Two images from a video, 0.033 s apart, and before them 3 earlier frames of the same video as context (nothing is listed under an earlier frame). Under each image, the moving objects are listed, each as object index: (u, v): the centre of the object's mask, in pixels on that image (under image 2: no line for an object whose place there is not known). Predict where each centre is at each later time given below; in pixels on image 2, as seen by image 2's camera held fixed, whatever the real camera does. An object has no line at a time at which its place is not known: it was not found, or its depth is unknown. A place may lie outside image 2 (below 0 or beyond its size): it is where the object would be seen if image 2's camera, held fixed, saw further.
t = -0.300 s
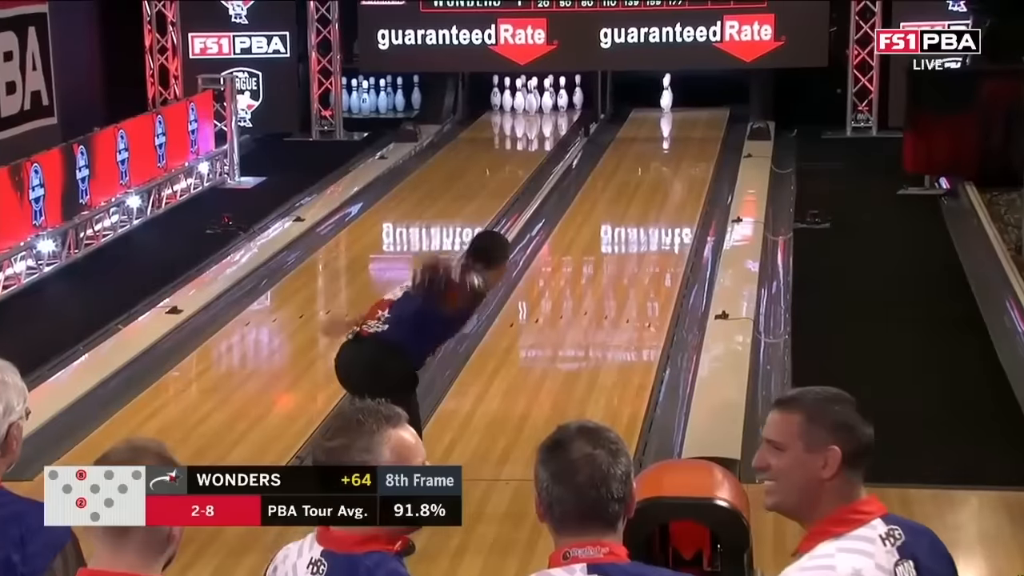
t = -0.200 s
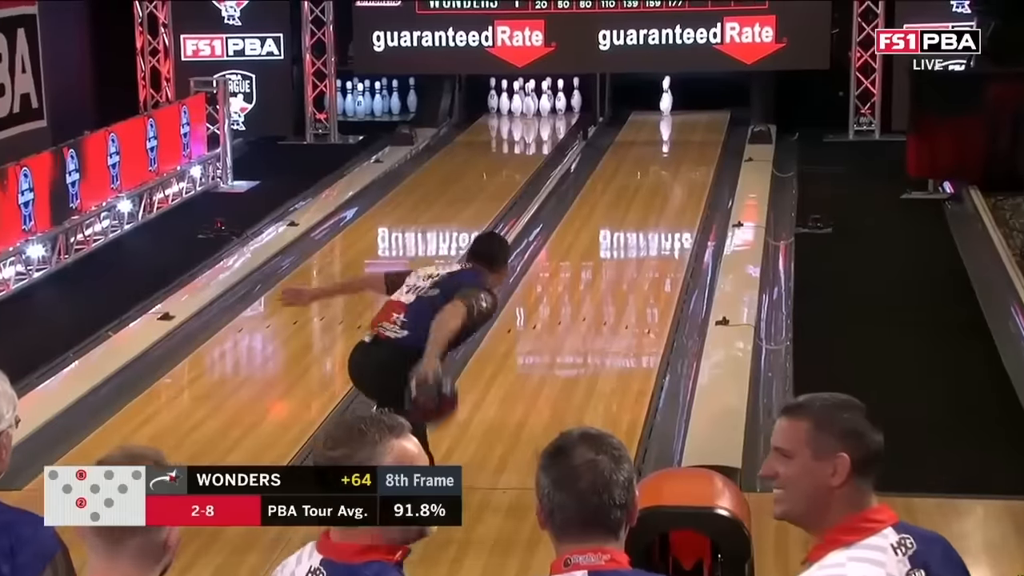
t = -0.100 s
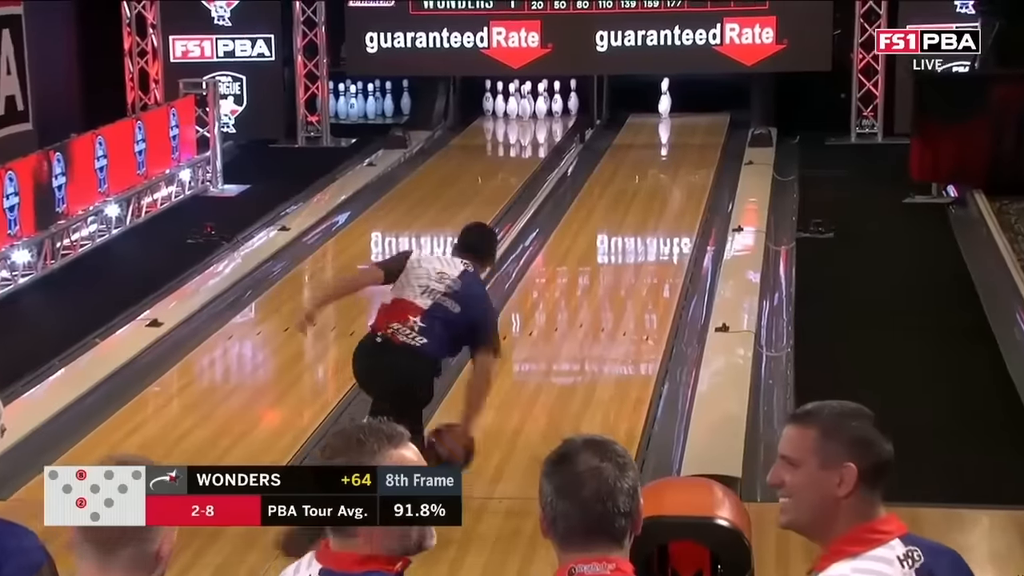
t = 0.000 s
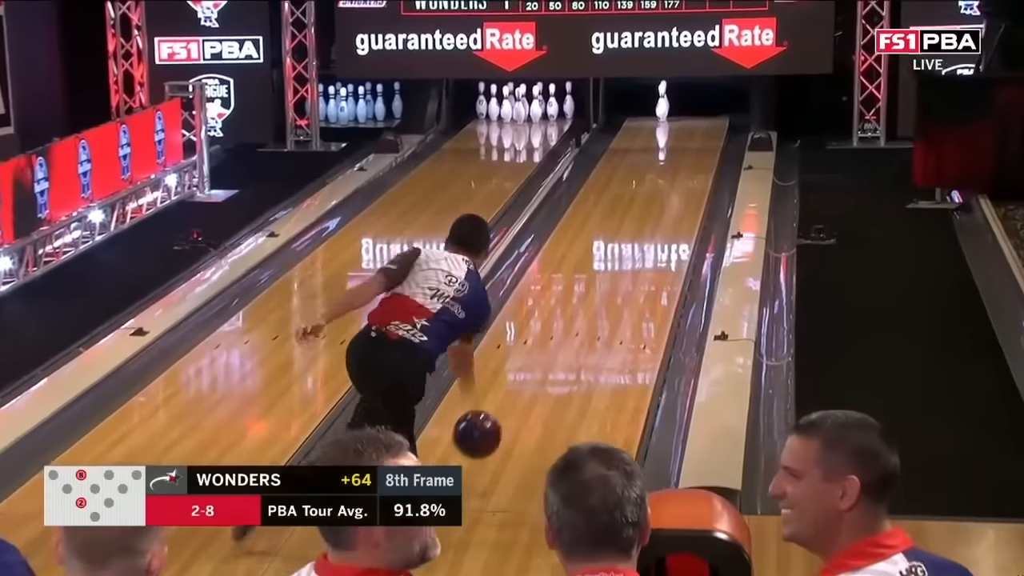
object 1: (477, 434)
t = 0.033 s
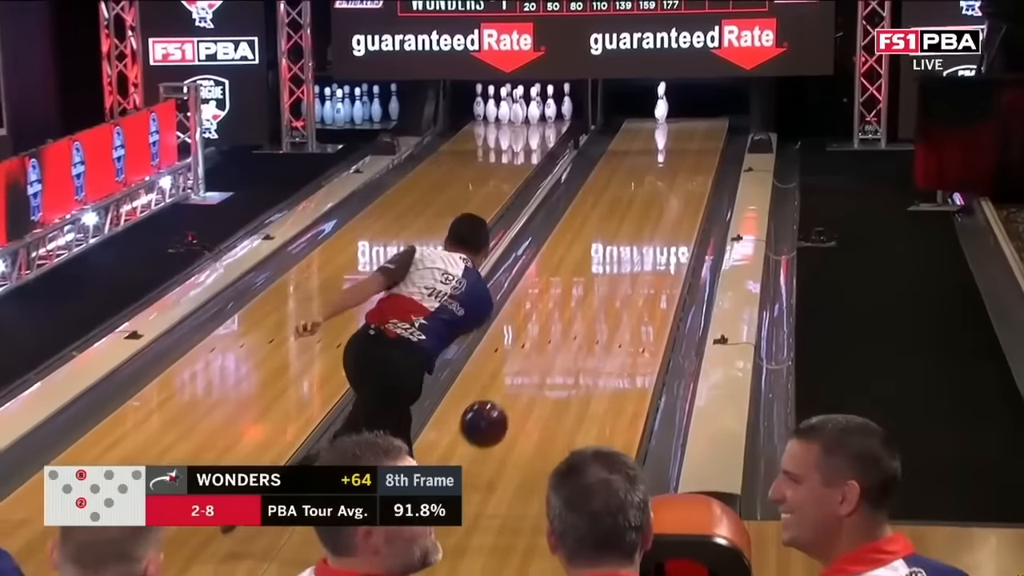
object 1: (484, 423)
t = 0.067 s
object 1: (493, 410)
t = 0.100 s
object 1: (502, 400)
